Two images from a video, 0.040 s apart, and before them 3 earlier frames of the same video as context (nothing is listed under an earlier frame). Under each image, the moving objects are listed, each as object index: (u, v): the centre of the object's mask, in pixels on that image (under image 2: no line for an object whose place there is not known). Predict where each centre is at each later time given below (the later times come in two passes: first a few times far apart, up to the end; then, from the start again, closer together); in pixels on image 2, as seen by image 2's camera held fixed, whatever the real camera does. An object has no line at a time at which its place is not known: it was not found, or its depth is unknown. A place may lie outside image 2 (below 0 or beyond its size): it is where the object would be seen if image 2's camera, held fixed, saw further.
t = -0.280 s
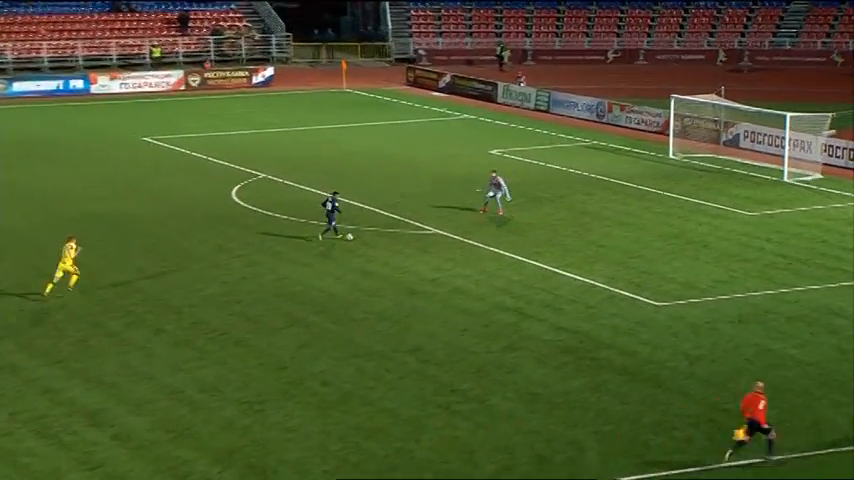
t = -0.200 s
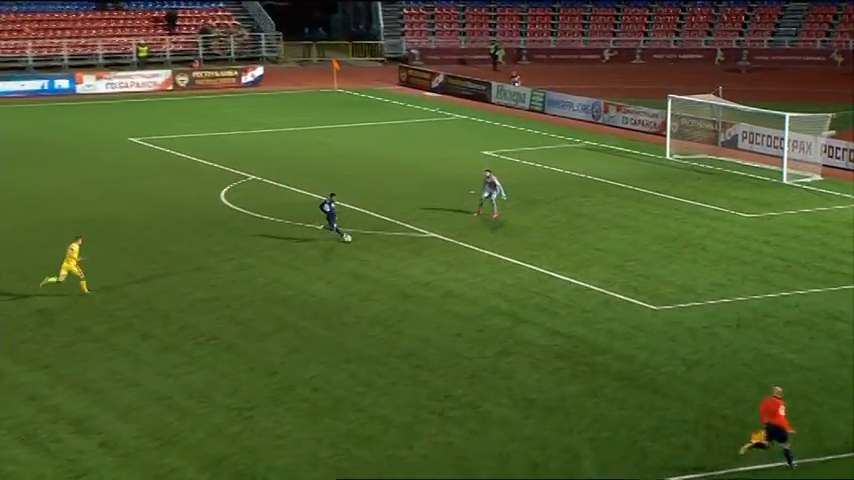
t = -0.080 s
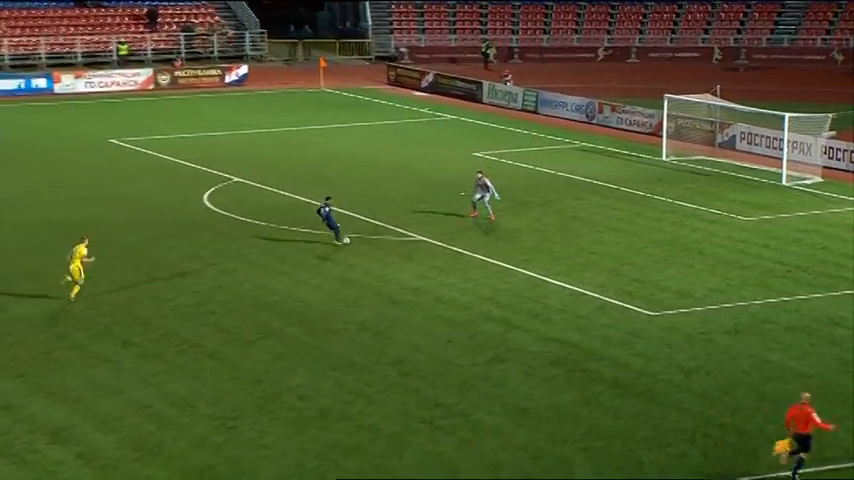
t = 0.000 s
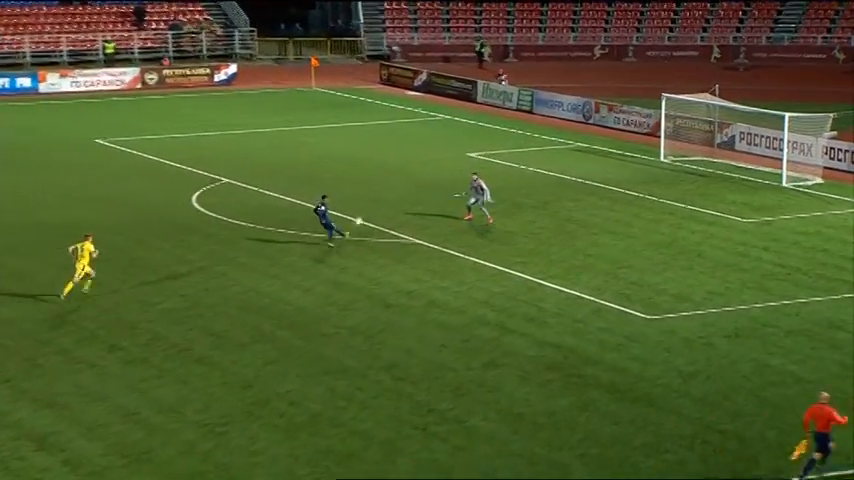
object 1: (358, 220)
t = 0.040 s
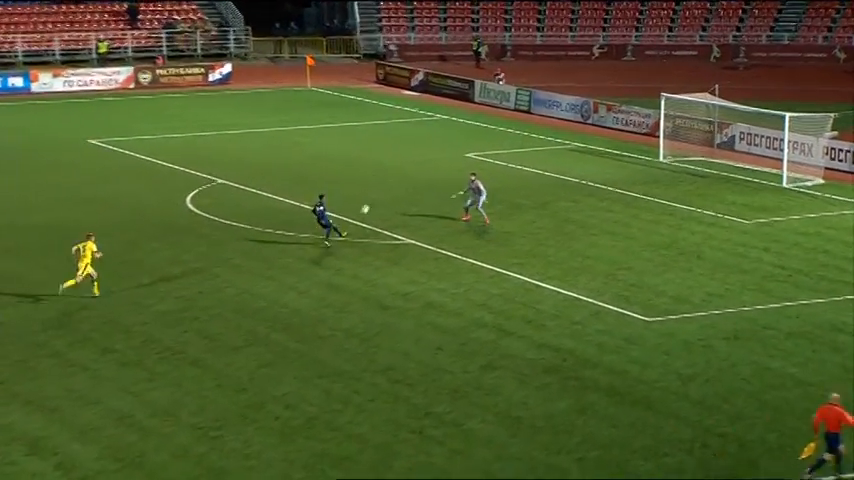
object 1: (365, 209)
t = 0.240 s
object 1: (414, 156)
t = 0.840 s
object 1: (536, 86)
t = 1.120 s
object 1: (584, 93)
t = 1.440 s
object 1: (633, 133)
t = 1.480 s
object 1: (639, 141)
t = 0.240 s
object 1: (414, 156)
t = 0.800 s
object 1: (529, 87)
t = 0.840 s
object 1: (536, 86)
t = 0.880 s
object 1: (544, 83)
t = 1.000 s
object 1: (564, 87)
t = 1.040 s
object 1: (571, 88)
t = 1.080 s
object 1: (578, 90)
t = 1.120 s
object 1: (584, 93)
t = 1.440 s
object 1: (633, 133)
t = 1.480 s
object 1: (639, 141)
